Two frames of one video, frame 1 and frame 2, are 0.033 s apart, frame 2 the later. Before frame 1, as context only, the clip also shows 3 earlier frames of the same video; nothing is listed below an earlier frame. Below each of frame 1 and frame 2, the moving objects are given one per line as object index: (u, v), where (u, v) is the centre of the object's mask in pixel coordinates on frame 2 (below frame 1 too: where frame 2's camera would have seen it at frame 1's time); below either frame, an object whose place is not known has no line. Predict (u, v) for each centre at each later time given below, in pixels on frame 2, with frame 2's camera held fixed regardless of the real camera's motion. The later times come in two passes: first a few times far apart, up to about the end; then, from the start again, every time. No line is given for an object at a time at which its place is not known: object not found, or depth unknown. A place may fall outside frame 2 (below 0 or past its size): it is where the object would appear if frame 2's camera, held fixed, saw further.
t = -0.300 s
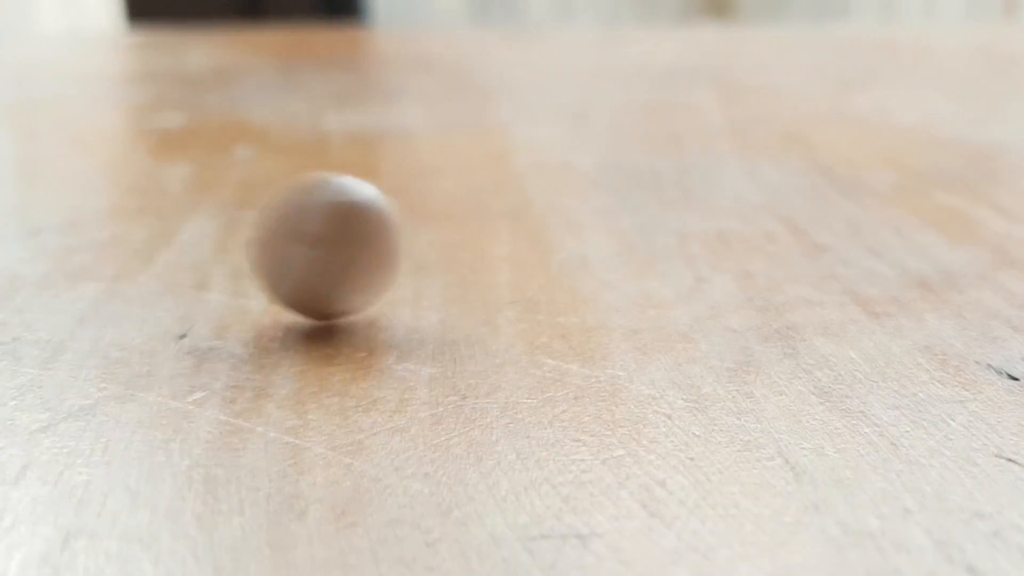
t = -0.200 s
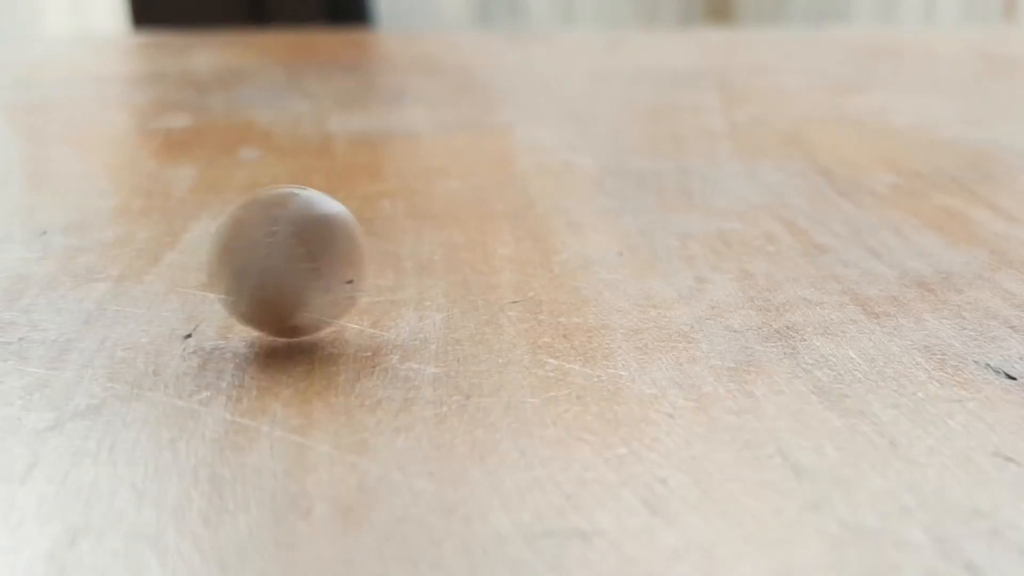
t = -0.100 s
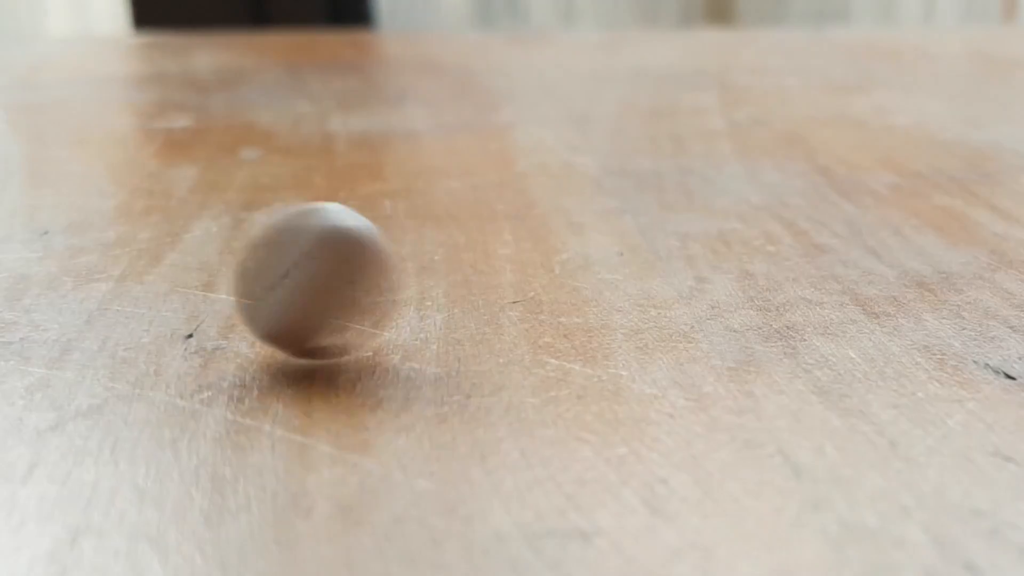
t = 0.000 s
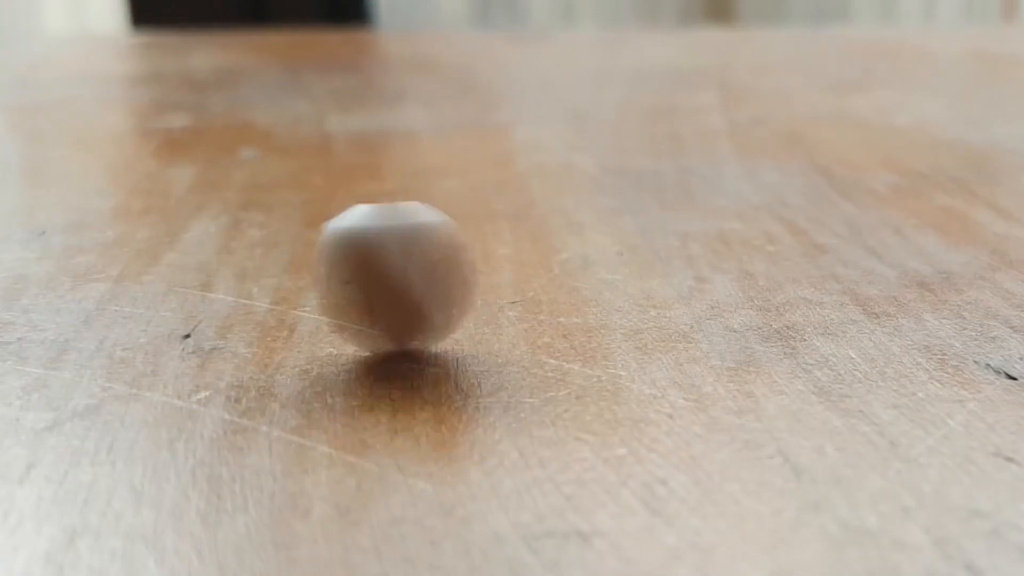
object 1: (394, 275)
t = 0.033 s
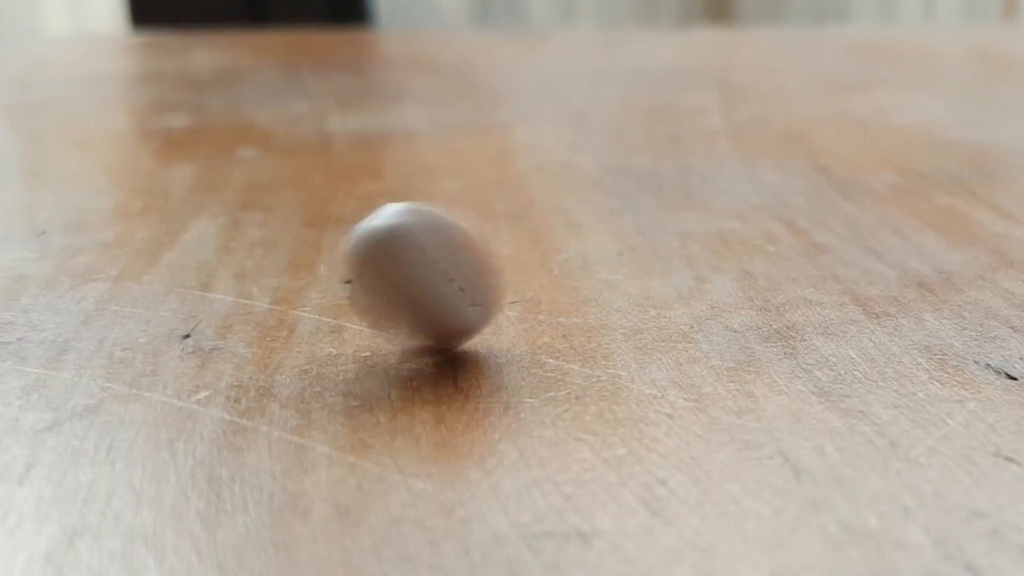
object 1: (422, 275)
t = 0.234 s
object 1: (482, 248)
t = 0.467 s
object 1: (392, 262)
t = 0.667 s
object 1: (485, 268)
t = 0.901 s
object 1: (485, 264)
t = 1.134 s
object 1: (512, 280)
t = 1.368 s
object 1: (543, 283)
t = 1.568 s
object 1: (538, 296)
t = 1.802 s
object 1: (546, 302)
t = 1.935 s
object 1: (546, 302)
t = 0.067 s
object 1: (444, 275)
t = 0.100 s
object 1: (469, 270)
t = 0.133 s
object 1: (479, 259)
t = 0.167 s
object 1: (488, 256)
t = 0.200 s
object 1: (488, 251)
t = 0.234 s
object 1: (482, 248)
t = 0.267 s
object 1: (473, 244)
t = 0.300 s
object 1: (454, 245)
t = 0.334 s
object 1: (442, 242)
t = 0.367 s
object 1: (420, 246)
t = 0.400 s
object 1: (407, 250)
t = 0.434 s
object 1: (398, 252)
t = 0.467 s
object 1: (392, 262)
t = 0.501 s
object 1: (389, 263)
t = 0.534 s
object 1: (397, 271)
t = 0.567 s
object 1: (410, 269)
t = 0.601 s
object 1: (436, 271)
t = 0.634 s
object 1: (465, 283)
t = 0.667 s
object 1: (485, 268)
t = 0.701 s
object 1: (505, 278)
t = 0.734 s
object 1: (516, 264)
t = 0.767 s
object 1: (524, 270)
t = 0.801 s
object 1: (526, 260)
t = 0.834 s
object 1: (511, 257)
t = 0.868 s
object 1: (500, 258)
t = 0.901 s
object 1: (485, 264)
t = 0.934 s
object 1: (477, 261)
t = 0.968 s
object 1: (462, 265)
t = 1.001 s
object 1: (470, 259)
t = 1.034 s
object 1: (471, 284)
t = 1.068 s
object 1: (477, 275)
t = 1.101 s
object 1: (494, 289)
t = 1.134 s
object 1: (512, 280)
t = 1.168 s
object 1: (524, 279)
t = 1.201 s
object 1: (536, 292)
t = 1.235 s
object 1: (543, 281)
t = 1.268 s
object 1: (549, 281)
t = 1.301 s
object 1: (552, 286)
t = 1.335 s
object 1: (547, 283)
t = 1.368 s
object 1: (543, 283)
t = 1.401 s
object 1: (539, 284)
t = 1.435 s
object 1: (536, 285)
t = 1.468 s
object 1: (532, 289)
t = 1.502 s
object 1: (532, 292)
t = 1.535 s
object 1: (534, 296)
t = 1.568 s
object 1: (538, 296)
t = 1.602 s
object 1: (543, 299)
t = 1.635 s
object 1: (545, 301)
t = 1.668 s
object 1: (546, 302)
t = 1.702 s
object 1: (546, 302)
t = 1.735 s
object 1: (546, 302)
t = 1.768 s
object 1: (546, 302)
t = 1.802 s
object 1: (546, 302)
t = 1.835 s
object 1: (546, 302)
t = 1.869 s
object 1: (546, 302)
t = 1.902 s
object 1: (546, 302)
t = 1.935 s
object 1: (546, 302)
